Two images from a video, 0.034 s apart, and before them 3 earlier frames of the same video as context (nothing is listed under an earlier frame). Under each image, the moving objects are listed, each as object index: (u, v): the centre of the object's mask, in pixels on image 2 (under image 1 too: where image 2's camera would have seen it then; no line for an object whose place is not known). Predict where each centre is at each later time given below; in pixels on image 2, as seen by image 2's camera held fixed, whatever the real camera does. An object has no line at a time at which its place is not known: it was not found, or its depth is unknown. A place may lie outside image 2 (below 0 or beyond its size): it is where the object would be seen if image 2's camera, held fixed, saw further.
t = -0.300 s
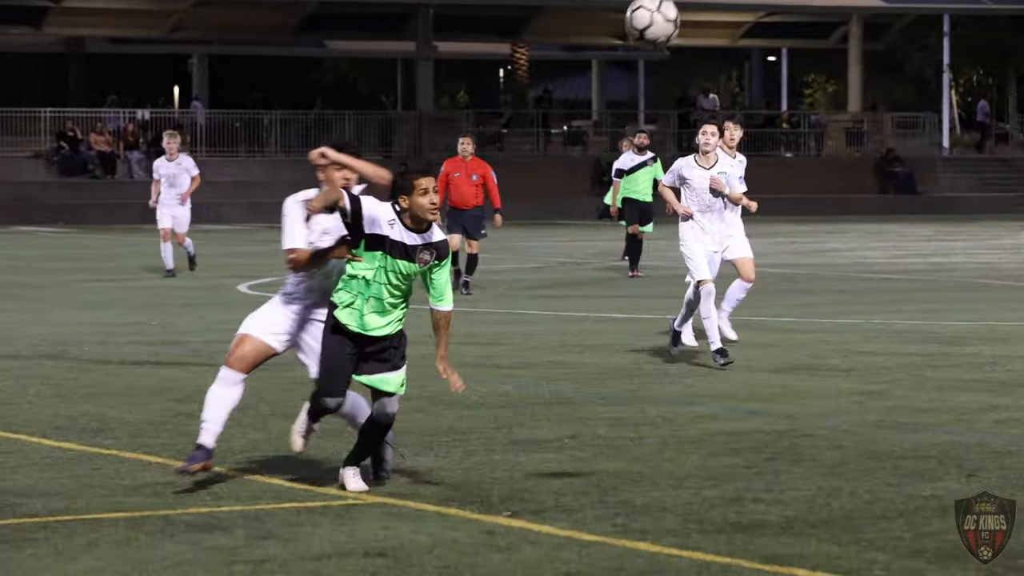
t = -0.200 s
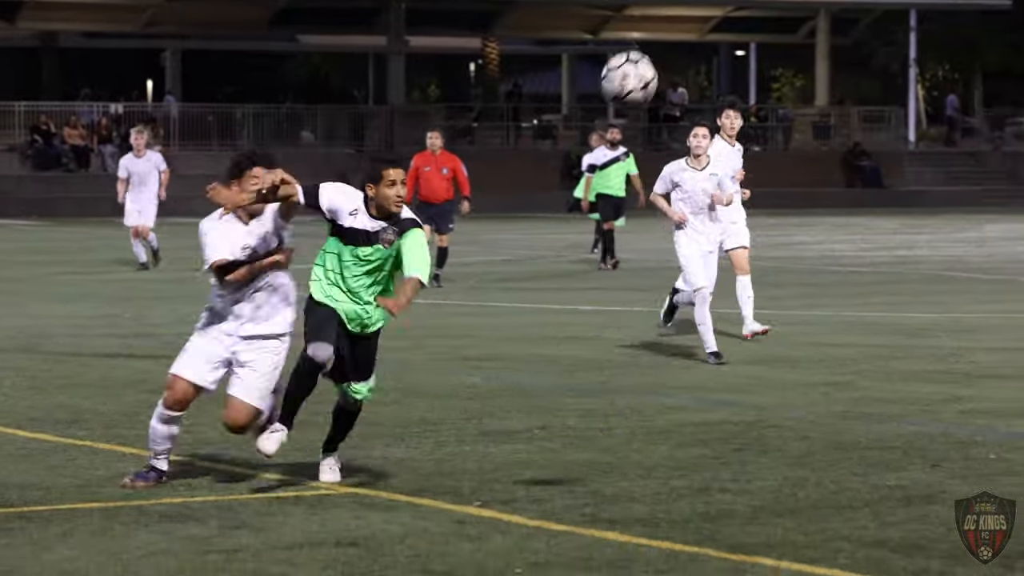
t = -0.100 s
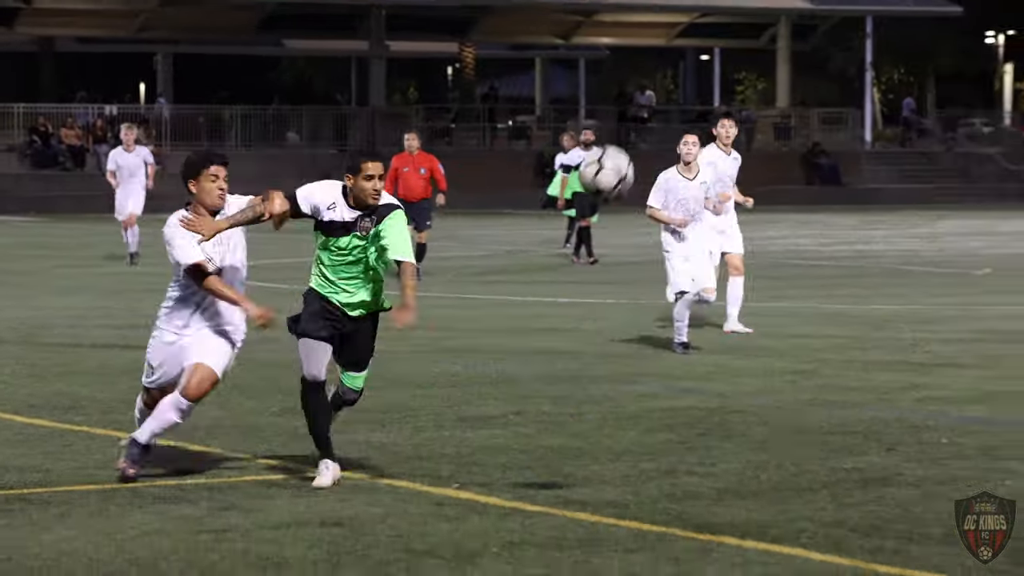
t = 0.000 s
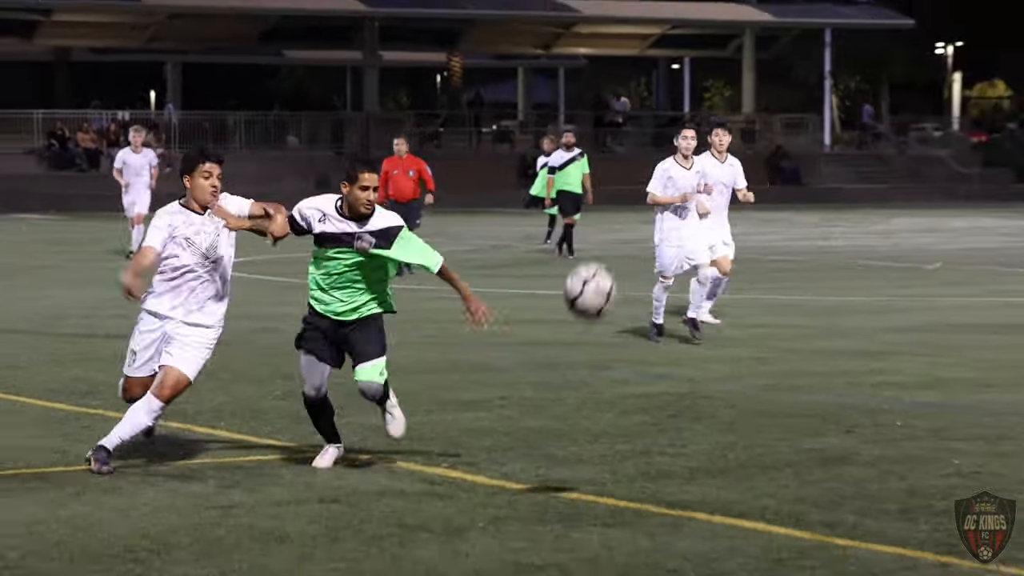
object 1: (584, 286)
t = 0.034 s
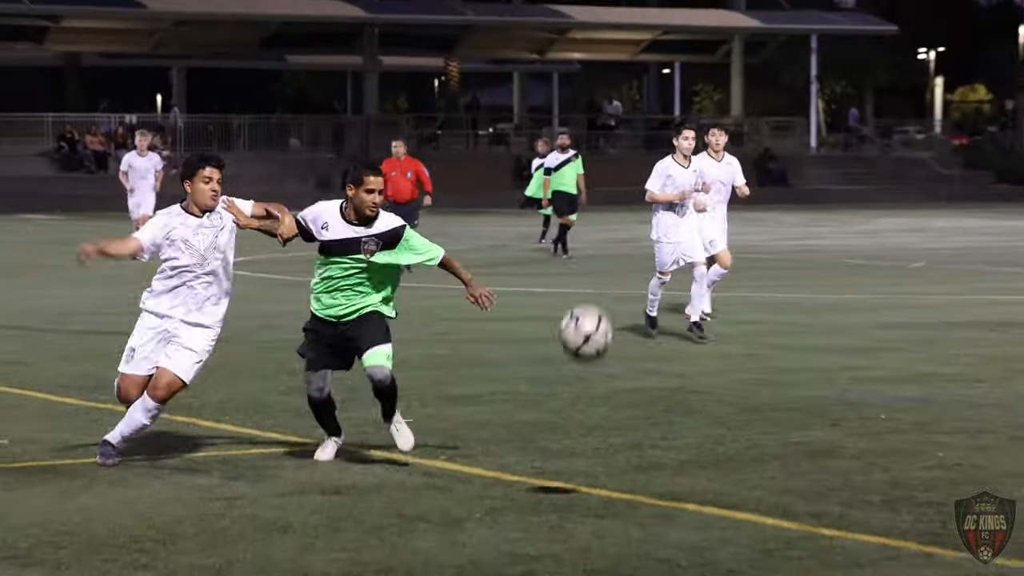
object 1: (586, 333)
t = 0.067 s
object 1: (587, 379)
